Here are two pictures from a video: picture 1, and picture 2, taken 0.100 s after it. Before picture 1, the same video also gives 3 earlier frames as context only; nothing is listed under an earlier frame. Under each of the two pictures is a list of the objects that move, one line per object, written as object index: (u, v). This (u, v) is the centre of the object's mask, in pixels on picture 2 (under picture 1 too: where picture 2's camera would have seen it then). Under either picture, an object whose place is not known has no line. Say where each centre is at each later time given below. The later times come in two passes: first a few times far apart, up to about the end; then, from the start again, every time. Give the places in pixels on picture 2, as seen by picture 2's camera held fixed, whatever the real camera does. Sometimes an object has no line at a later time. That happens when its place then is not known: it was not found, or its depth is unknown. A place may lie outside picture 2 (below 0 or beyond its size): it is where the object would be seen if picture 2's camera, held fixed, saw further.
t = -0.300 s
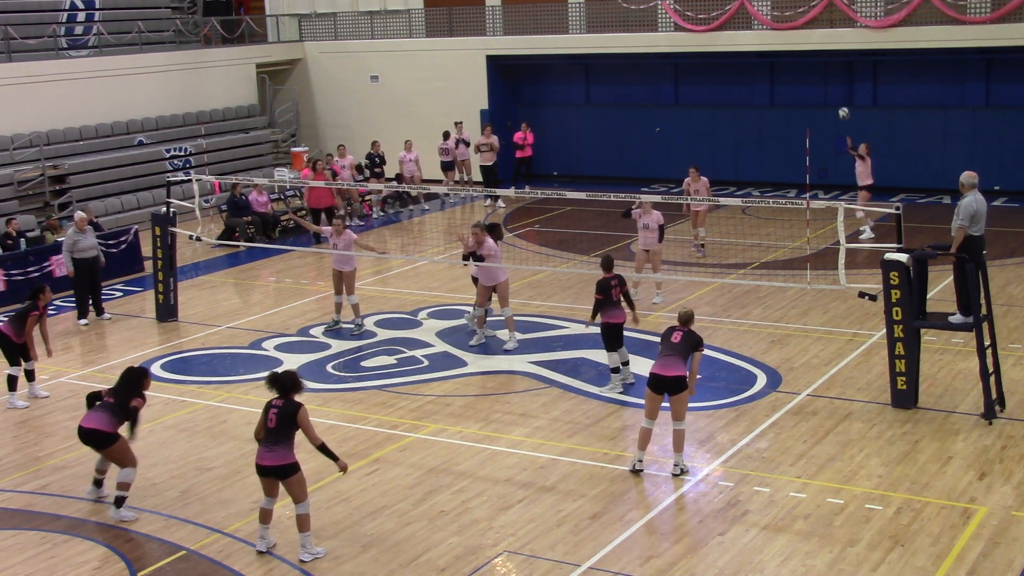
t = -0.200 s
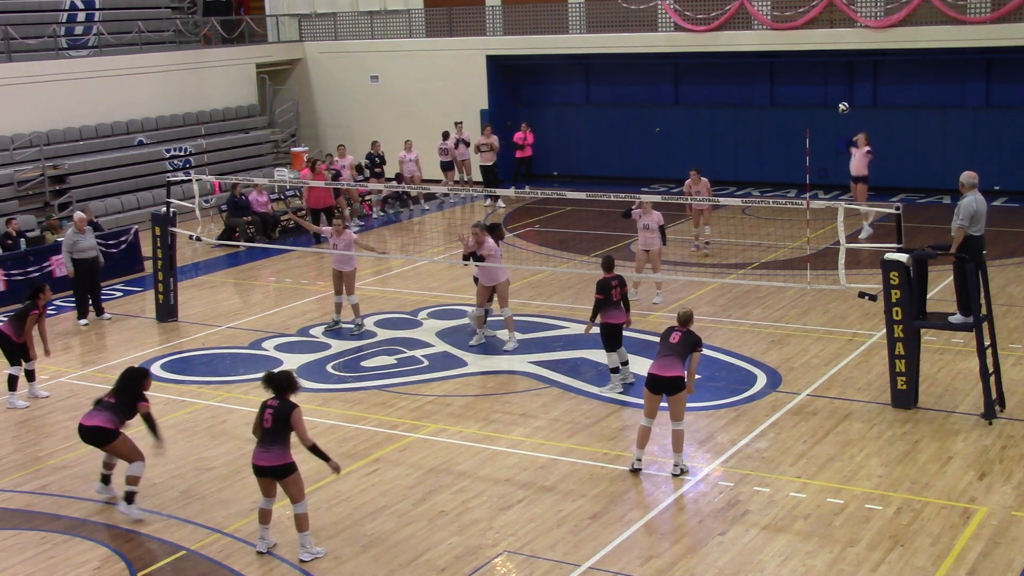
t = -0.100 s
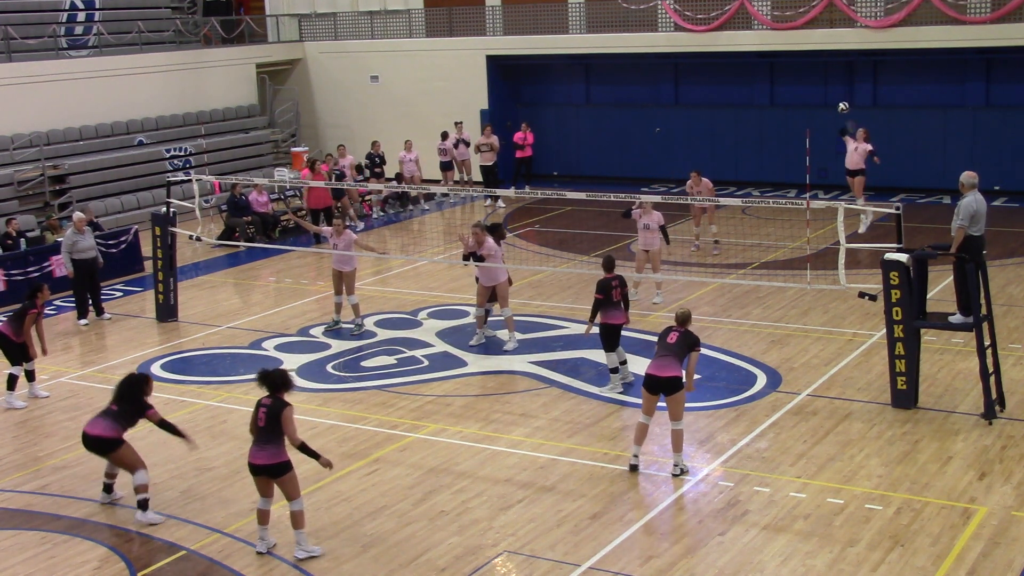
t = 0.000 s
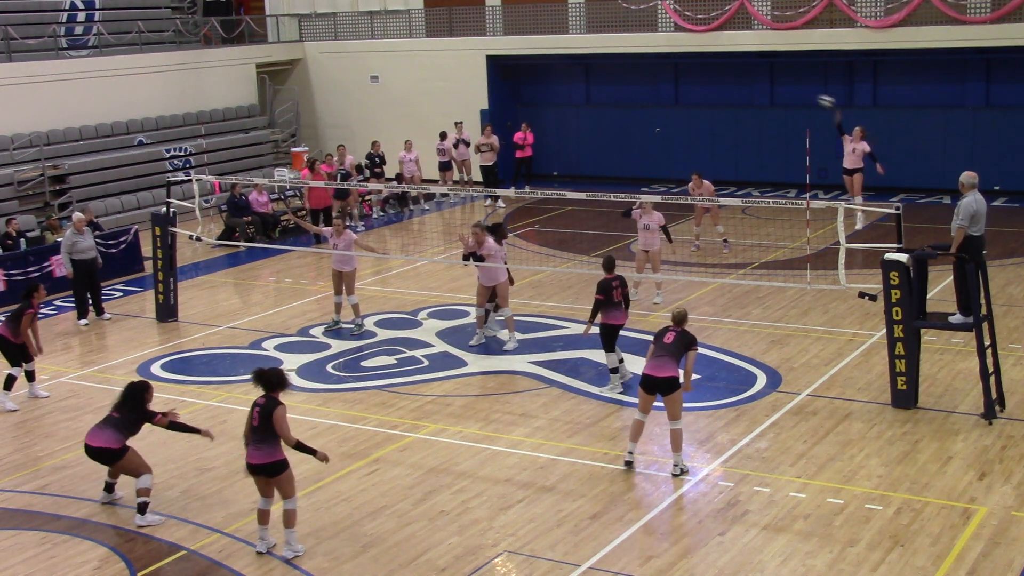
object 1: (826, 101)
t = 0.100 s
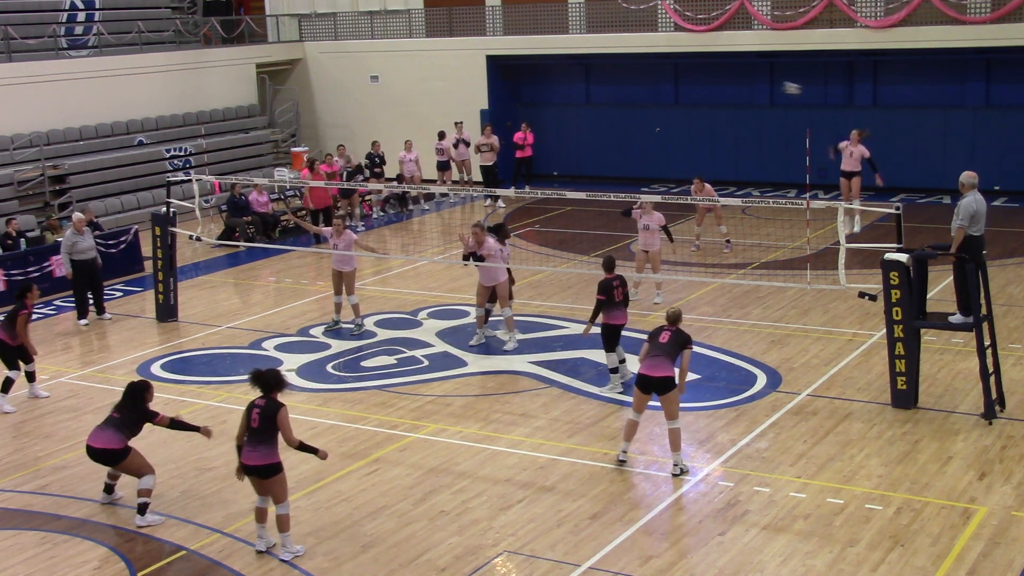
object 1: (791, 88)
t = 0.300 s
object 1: (711, 79)
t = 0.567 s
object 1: (569, 113)
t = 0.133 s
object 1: (780, 85)
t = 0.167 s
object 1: (767, 83)
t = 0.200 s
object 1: (753, 81)
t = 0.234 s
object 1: (740, 80)
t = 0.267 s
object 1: (726, 79)
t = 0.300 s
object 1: (711, 79)
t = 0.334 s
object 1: (697, 80)
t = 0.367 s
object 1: (681, 82)
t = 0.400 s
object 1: (664, 85)
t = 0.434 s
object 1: (647, 89)
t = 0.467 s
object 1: (629, 93)
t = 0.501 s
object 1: (610, 99)
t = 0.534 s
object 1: (590, 105)
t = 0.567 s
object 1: (569, 113)
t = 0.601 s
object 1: (548, 121)
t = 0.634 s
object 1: (524, 130)
